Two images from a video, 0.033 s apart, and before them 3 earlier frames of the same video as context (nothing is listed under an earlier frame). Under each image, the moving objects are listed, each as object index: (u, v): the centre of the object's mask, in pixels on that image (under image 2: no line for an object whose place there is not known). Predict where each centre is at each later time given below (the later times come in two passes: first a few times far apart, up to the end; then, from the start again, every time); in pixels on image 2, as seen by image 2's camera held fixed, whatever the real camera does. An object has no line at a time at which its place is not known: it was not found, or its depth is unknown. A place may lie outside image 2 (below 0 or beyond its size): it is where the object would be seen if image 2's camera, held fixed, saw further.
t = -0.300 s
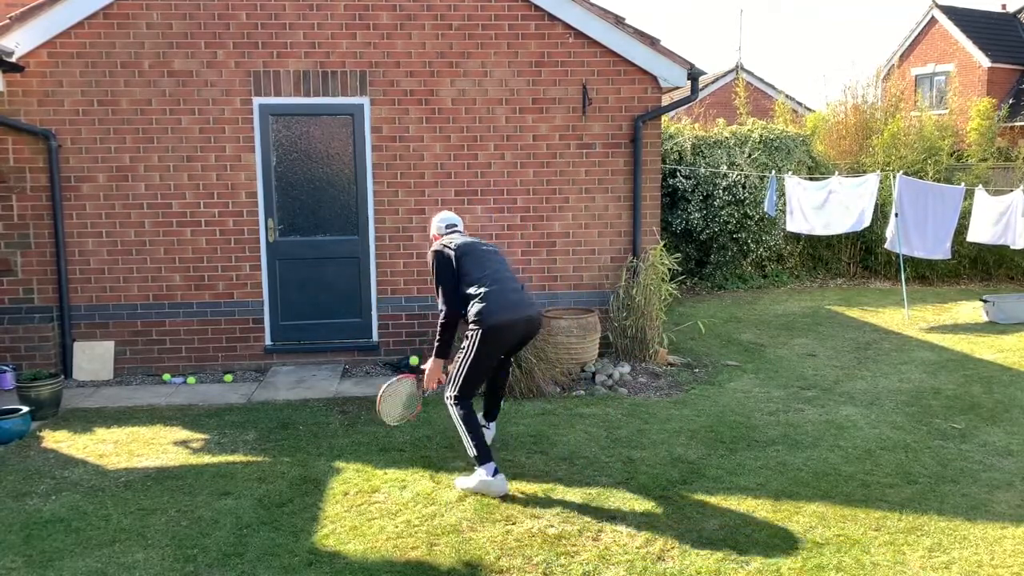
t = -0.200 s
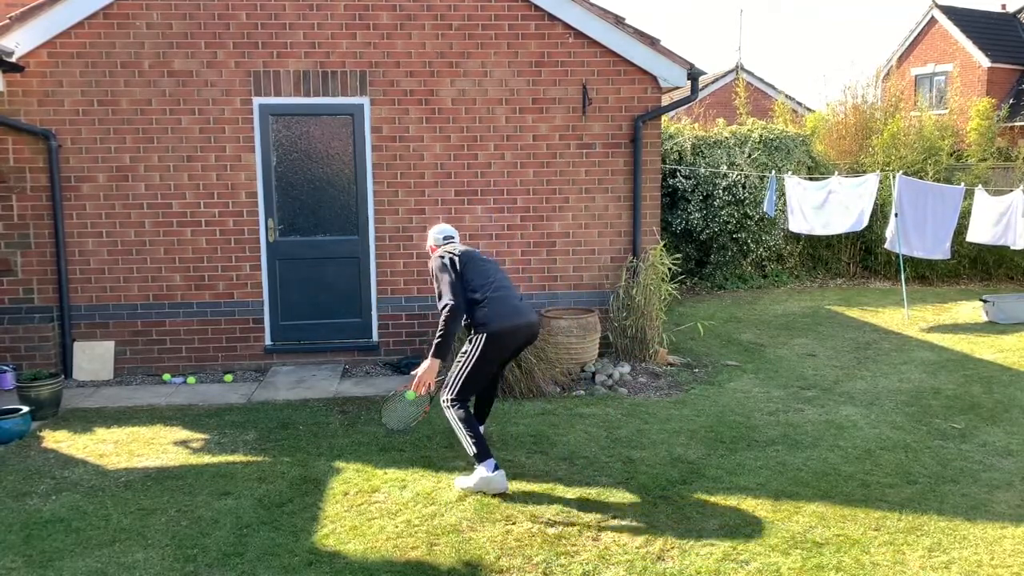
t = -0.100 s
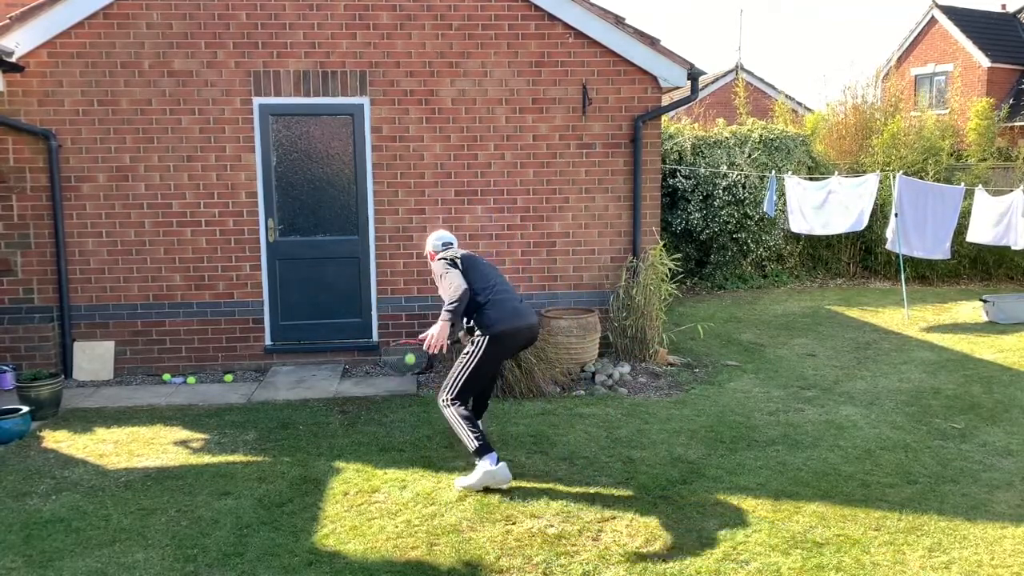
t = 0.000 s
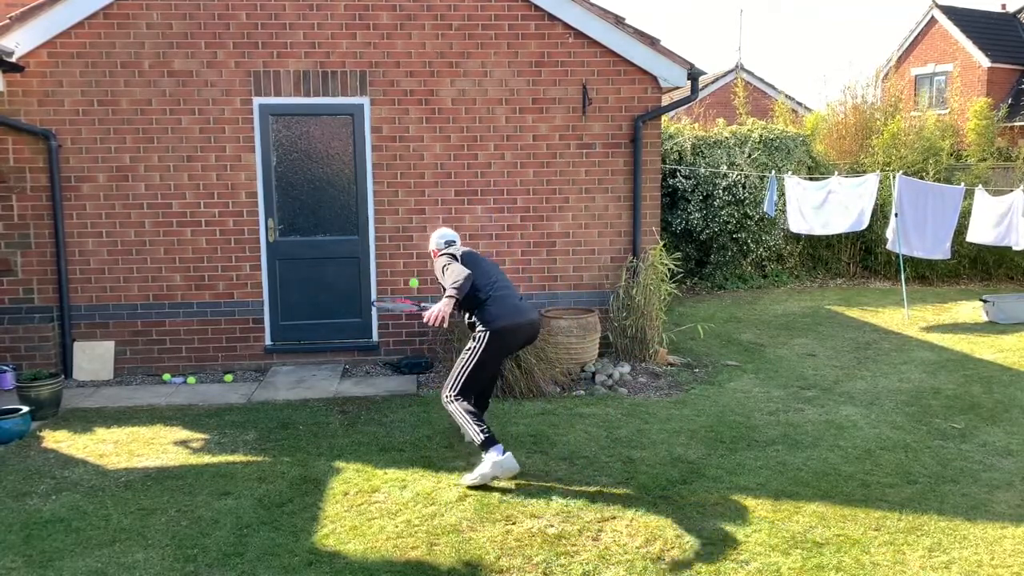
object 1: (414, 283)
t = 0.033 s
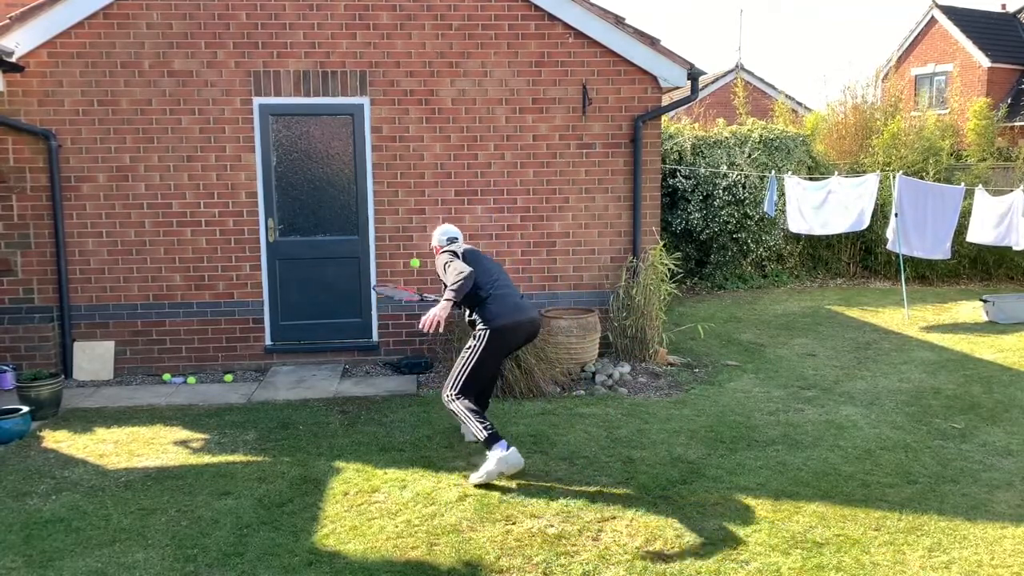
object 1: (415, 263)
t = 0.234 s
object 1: (422, 183)
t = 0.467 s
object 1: (420, 185)
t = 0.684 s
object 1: (417, 261)
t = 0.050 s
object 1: (415, 254)
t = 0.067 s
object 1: (416, 245)
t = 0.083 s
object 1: (417, 236)
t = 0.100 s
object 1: (417, 228)
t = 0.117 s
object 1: (418, 222)
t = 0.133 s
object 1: (418, 215)
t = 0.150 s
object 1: (419, 208)
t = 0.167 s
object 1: (420, 203)
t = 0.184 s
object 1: (420, 197)
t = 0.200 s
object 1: (421, 192)
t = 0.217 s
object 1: (421, 187)
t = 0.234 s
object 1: (422, 183)
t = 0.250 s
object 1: (422, 179)
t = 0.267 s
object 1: (423, 176)
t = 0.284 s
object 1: (423, 174)
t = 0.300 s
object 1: (423, 173)
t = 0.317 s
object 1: (423, 173)
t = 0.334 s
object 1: (422, 173)
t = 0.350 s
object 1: (422, 174)
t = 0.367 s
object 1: (422, 174)
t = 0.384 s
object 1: (421, 175)
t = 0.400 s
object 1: (421, 175)
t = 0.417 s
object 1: (421, 178)
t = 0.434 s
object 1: (421, 180)
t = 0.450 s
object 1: (420, 183)
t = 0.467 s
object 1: (420, 185)
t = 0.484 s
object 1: (420, 189)
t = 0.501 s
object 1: (420, 192)
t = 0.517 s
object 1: (419, 197)
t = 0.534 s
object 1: (419, 201)
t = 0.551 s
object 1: (419, 206)
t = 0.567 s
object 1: (418, 211)
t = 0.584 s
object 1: (418, 218)
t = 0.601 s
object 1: (418, 223)
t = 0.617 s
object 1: (418, 229)
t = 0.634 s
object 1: (417, 237)
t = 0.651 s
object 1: (417, 244)
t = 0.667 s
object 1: (417, 252)
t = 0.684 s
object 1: (417, 261)
